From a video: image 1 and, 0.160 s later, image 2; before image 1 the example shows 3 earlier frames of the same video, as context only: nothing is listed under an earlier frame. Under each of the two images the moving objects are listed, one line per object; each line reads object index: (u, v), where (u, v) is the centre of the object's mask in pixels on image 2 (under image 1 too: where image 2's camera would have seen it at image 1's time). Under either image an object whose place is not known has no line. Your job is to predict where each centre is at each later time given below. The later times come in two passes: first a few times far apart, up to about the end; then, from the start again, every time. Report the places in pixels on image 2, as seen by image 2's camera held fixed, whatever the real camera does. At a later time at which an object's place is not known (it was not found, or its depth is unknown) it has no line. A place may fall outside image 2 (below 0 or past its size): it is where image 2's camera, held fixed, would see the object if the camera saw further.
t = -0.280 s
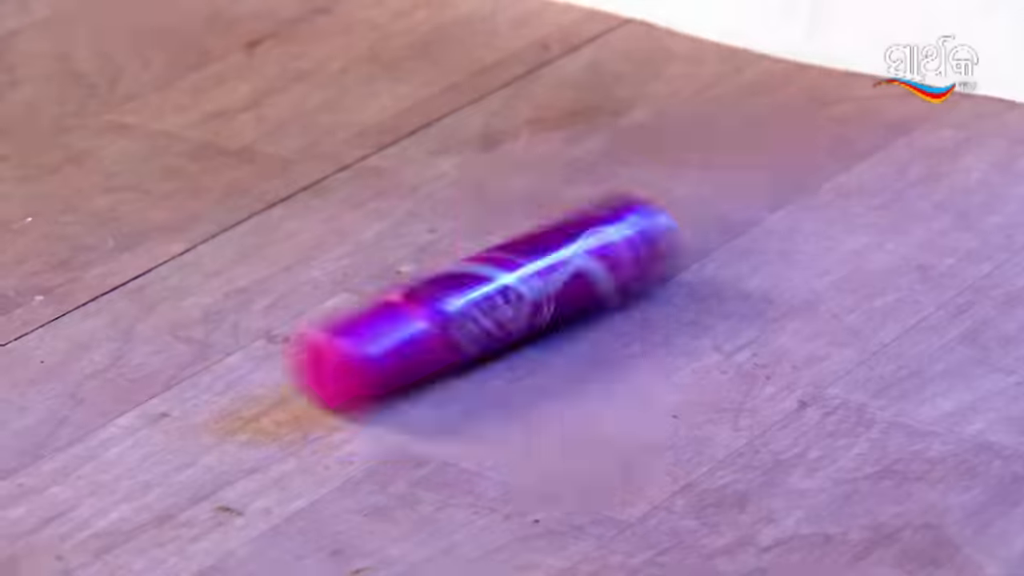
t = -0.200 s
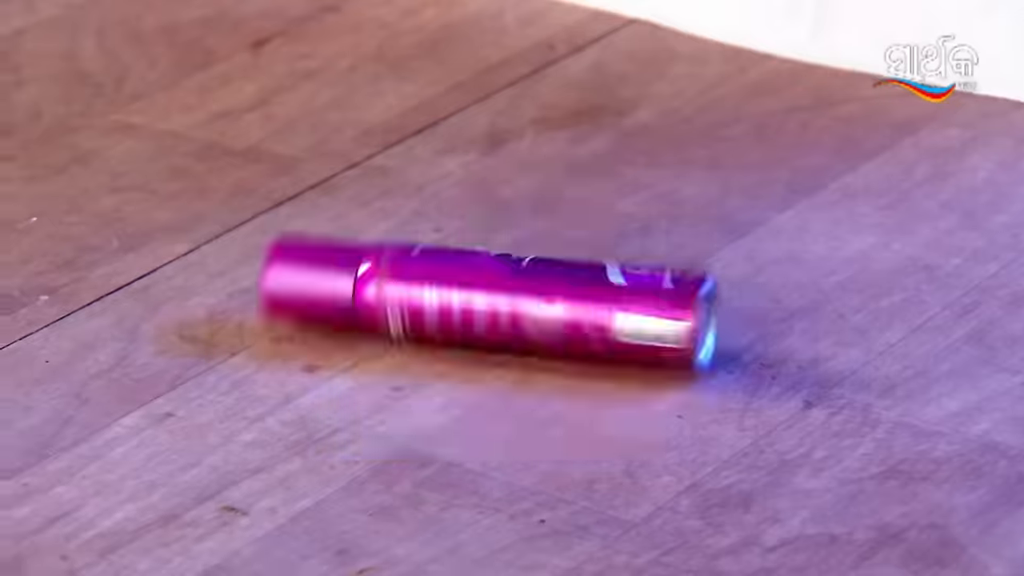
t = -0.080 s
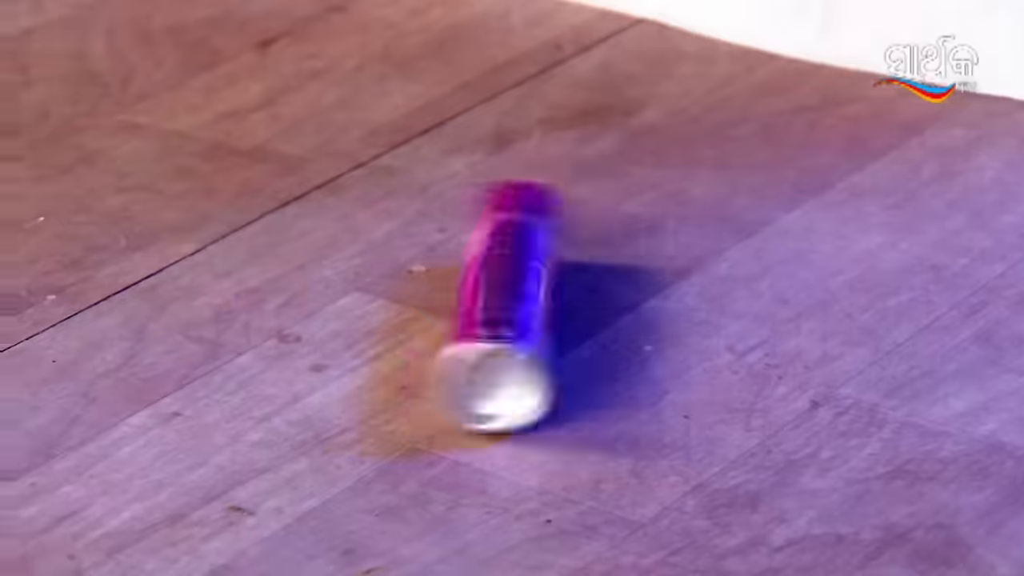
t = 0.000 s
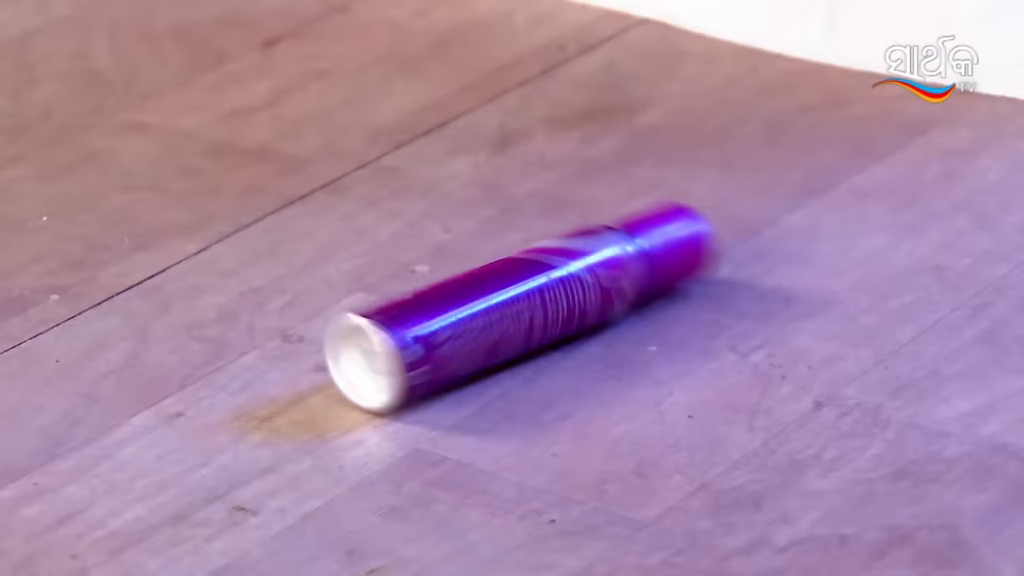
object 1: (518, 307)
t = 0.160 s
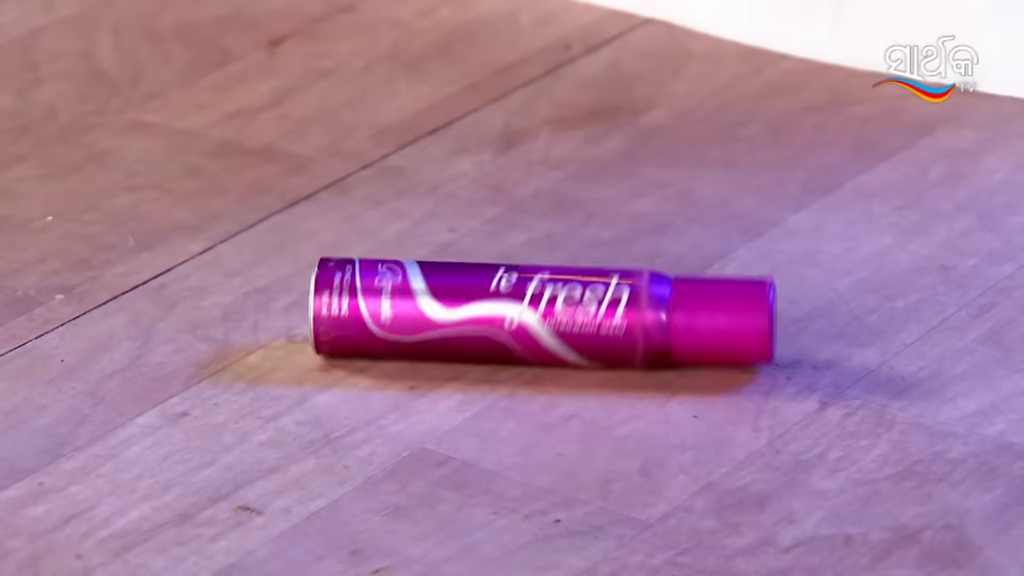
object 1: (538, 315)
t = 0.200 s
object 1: (538, 321)
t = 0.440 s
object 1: (488, 354)
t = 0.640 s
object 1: (424, 373)
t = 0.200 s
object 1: (538, 321)
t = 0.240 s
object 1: (535, 327)
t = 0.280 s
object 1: (529, 333)
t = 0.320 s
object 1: (521, 339)
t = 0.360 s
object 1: (510, 345)
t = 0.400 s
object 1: (500, 350)
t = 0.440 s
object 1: (488, 354)
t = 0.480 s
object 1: (475, 359)
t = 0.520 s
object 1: (462, 362)
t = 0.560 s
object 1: (450, 366)
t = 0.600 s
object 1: (437, 370)
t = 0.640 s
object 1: (424, 373)
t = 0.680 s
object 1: (412, 376)
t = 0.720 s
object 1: (401, 379)
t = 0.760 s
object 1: (390, 382)
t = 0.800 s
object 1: (380, 384)
